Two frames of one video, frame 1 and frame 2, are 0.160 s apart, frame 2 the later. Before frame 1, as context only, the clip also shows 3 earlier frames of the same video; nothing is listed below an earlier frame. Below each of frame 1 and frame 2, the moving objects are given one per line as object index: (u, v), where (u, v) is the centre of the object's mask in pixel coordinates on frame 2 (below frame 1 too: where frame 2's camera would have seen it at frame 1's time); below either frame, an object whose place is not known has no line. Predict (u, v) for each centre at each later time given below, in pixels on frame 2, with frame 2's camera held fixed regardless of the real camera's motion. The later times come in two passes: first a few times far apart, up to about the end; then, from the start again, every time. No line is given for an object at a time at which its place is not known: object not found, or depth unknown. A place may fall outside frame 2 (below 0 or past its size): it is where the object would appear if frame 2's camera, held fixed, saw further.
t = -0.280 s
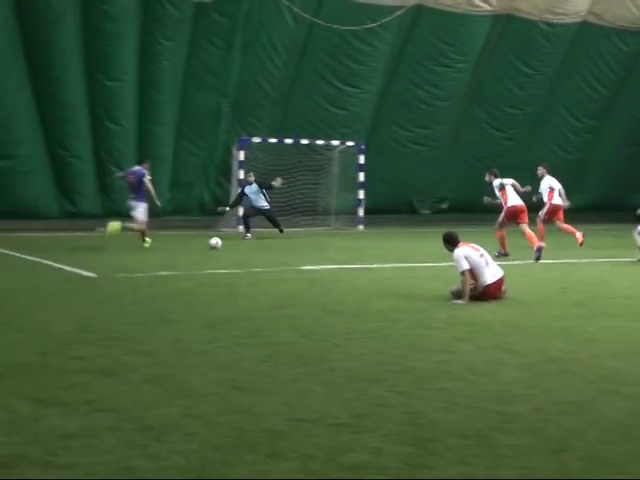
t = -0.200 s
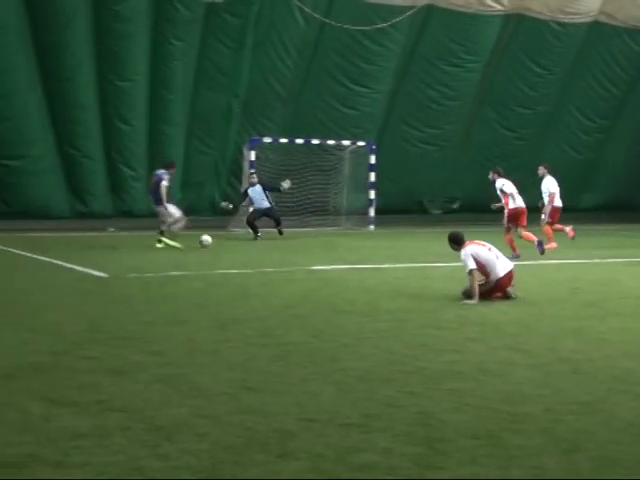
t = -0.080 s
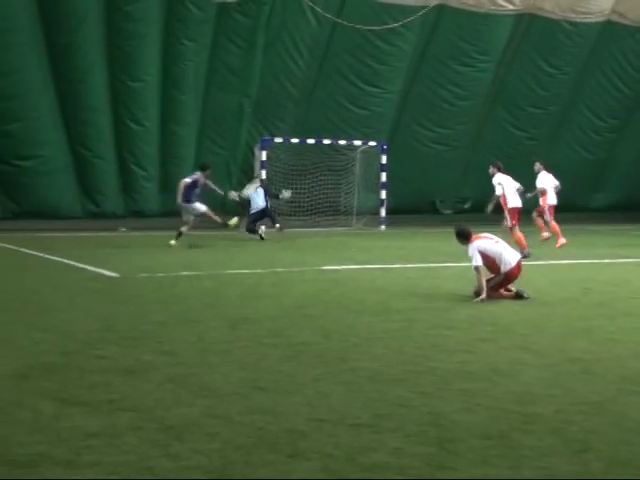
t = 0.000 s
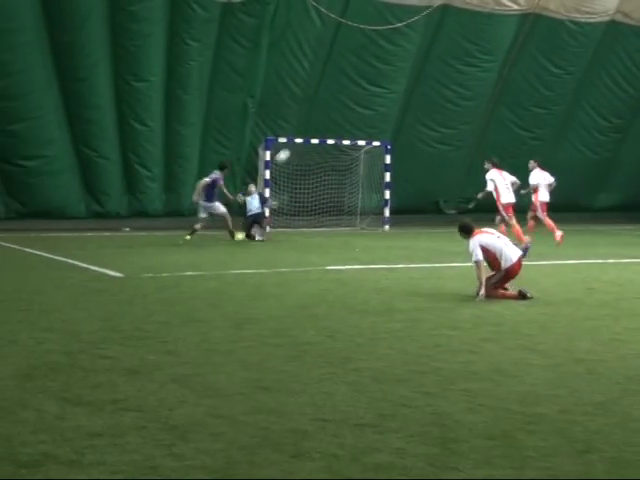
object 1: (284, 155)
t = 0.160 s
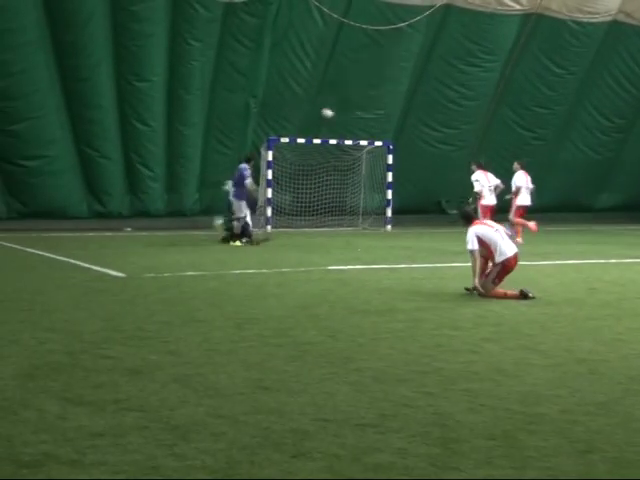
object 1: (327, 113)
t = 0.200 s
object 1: (340, 119)
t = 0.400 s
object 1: (382, 123)
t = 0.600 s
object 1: (404, 106)
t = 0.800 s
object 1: (425, 106)
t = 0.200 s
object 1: (340, 119)
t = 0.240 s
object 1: (352, 126)
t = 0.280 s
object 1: (364, 133)
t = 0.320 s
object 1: (373, 134)
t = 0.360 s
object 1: (378, 128)
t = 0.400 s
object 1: (382, 123)
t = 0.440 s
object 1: (386, 118)
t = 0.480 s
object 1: (391, 114)
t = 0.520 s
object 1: (395, 110)
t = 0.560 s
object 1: (399, 108)
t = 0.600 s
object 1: (404, 106)
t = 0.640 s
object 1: (408, 105)
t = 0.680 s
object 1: (412, 104)
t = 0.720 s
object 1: (416, 104)
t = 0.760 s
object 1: (421, 105)
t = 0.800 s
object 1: (425, 106)
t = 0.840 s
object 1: (429, 109)
